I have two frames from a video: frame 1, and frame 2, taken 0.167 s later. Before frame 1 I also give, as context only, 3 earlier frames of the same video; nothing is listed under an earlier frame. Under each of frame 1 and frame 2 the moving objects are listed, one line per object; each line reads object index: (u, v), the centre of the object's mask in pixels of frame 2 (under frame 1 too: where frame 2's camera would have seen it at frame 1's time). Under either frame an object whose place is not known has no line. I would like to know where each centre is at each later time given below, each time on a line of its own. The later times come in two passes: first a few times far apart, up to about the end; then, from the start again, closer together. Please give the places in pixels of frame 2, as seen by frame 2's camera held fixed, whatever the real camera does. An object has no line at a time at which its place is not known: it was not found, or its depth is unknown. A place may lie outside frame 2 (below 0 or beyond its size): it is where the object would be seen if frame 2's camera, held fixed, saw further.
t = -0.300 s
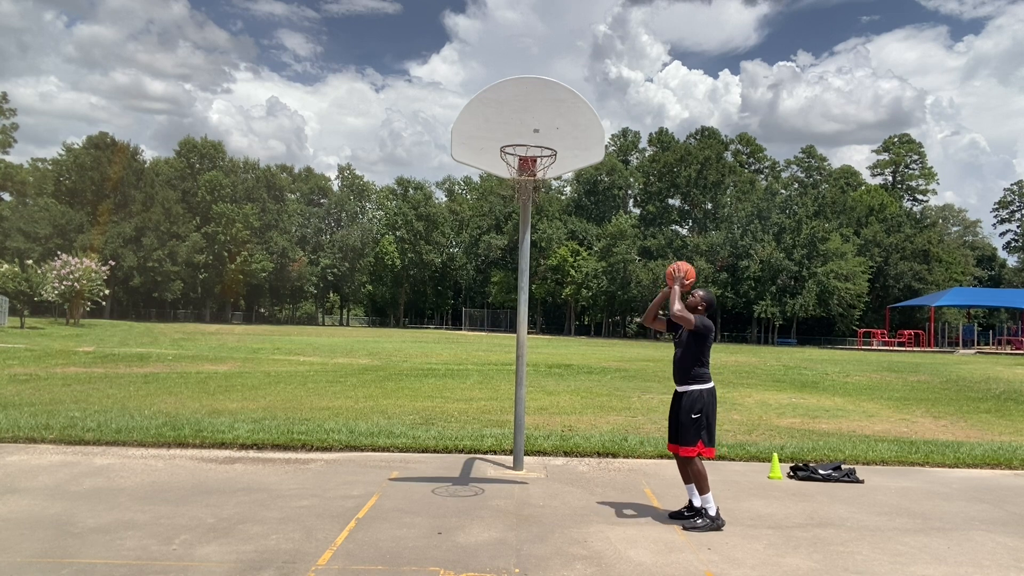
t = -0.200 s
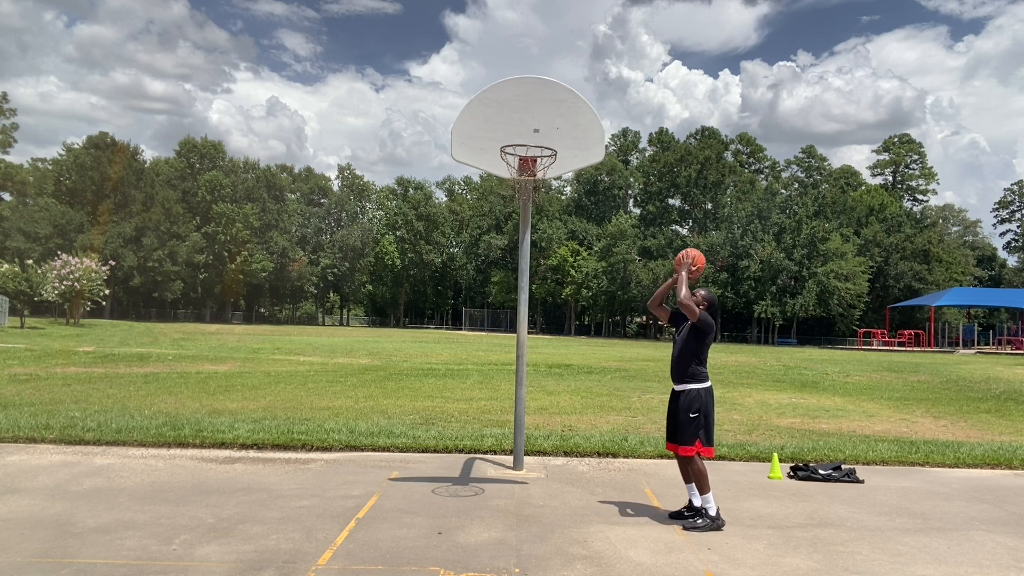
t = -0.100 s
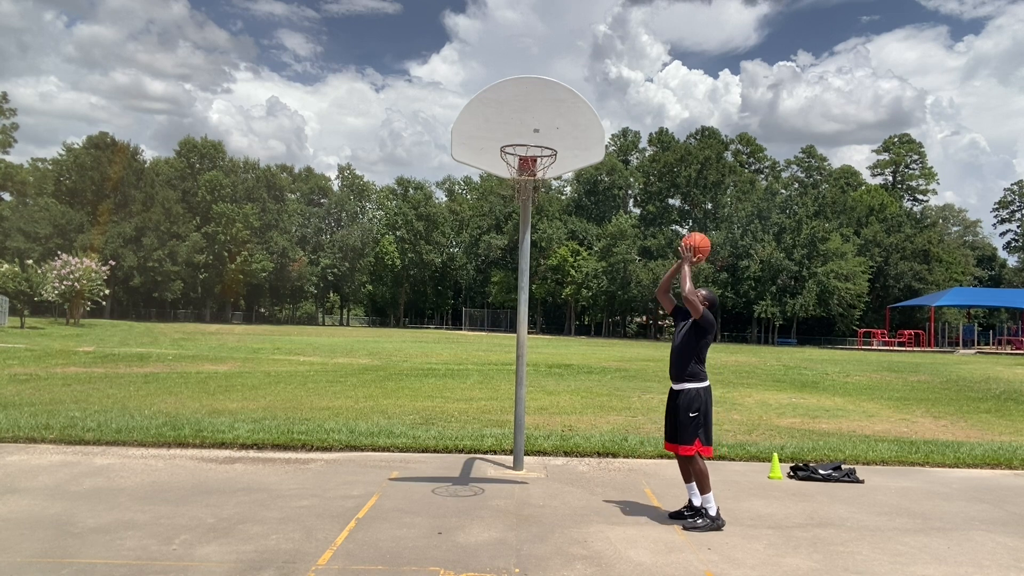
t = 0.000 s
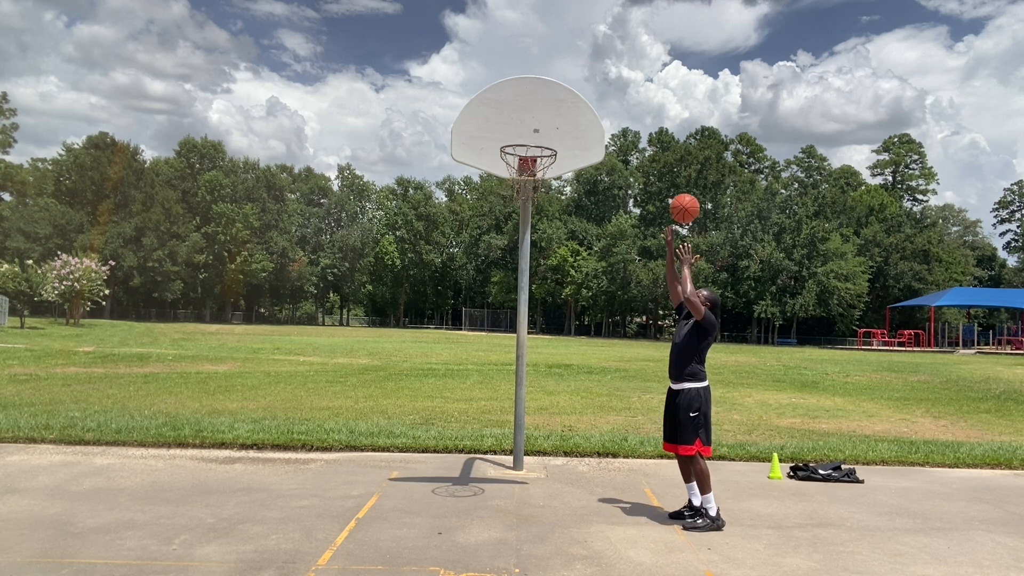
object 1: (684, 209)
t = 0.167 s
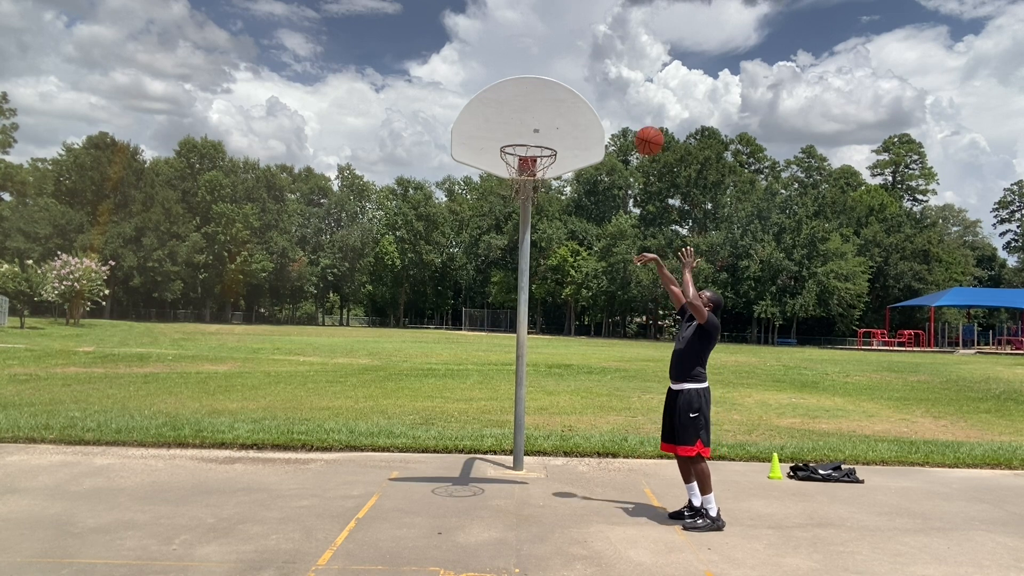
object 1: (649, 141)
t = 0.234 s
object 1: (635, 123)
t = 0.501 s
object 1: (578, 103)
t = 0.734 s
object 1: (529, 150)
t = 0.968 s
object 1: (510, 205)
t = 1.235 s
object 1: (498, 319)
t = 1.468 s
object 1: (484, 485)
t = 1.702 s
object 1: (502, 375)
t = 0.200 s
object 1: (642, 131)
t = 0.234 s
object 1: (635, 123)
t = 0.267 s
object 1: (628, 116)
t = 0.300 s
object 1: (621, 110)
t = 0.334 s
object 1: (613, 106)
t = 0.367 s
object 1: (606, 103)
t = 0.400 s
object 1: (599, 101)
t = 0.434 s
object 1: (592, 101)
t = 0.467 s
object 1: (585, 101)
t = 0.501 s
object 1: (578, 103)
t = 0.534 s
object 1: (571, 107)
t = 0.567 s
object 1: (564, 111)
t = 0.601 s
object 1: (557, 117)
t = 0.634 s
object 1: (550, 124)
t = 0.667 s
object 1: (543, 132)
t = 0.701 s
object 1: (536, 141)
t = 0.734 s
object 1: (529, 150)
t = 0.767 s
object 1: (523, 164)
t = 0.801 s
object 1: (518, 172)
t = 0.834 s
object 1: (515, 178)
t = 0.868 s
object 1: (513, 183)
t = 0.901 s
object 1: (512, 189)
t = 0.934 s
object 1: (511, 196)
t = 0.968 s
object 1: (510, 205)
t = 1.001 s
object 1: (508, 215)
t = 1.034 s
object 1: (507, 226)
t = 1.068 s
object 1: (505, 238)
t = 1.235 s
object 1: (498, 319)
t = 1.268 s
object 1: (496, 338)
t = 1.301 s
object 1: (494, 360)
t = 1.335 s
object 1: (492, 382)
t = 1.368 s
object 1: (490, 406)
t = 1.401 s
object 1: (488, 431)
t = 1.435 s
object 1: (486, 457)
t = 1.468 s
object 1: (484, 485)
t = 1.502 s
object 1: (484, 497)
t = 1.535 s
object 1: (487, 473)
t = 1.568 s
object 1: (490, 451)
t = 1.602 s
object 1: (493, 430)
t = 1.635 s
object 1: (496, 410)
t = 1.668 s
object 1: (499, 392)
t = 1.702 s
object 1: (502, 375)
